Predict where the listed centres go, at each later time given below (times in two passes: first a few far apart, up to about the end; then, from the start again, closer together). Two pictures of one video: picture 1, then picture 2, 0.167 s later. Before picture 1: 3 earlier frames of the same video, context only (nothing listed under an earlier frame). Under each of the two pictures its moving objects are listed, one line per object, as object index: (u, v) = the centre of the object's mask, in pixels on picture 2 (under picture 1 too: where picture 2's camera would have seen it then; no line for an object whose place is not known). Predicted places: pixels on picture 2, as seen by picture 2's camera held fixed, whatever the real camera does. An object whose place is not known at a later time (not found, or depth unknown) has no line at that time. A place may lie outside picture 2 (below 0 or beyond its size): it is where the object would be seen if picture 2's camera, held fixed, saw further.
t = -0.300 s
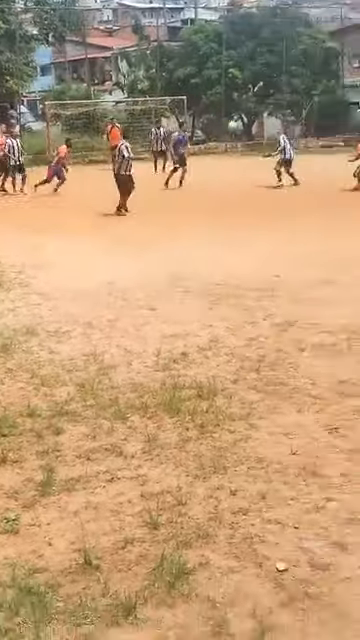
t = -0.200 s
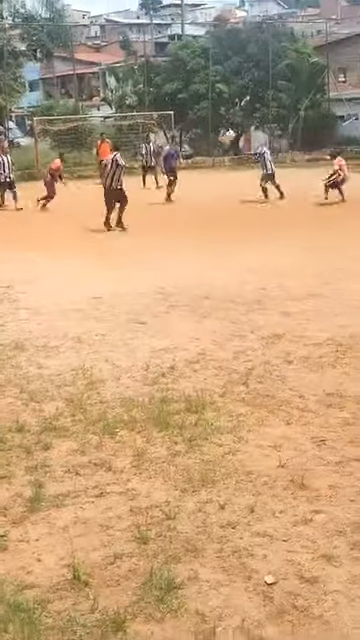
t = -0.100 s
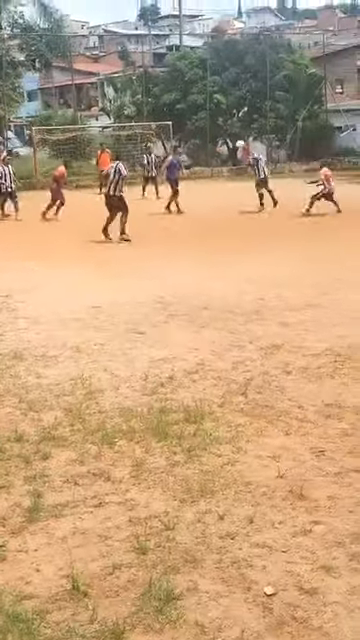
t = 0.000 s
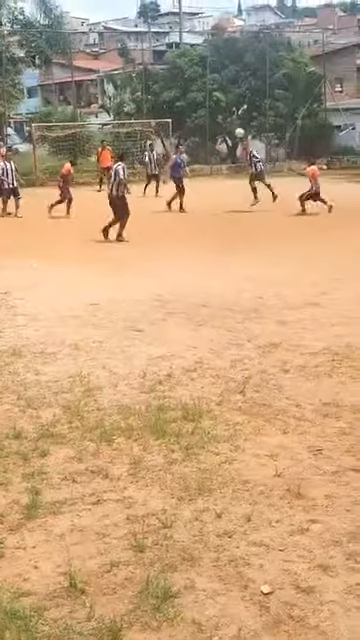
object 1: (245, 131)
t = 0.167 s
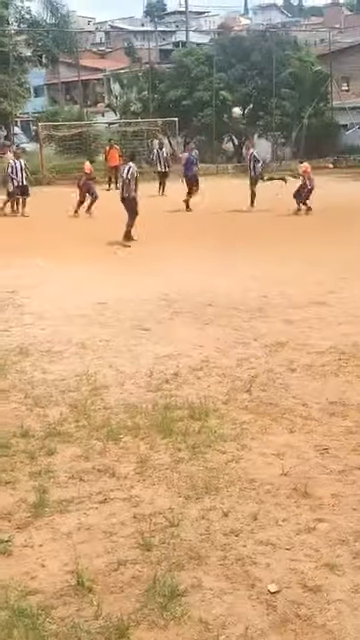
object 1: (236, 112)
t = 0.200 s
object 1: (234, 109)
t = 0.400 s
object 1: (222, 104)
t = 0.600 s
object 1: (208, 116)
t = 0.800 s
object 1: (195, 156)
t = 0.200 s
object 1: (234, 109)
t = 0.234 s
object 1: (232, 107)
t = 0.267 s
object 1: (229, 106)
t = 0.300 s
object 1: (227, 104)
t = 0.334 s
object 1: (226, 103)
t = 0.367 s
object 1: (224, 104)
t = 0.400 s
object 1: (222, 104)
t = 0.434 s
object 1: (220, 104)
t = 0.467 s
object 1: (218, 105)
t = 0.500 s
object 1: (216, 107)
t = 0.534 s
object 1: (213, 109)
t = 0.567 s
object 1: (210, 113)
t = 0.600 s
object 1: (208, 116)
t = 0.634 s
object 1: (206, 121)
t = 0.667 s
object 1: (203, 127)
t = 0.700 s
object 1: (201, 133)
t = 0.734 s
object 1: (199, 139)
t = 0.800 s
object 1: (195, 156)
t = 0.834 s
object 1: (192, 163)
